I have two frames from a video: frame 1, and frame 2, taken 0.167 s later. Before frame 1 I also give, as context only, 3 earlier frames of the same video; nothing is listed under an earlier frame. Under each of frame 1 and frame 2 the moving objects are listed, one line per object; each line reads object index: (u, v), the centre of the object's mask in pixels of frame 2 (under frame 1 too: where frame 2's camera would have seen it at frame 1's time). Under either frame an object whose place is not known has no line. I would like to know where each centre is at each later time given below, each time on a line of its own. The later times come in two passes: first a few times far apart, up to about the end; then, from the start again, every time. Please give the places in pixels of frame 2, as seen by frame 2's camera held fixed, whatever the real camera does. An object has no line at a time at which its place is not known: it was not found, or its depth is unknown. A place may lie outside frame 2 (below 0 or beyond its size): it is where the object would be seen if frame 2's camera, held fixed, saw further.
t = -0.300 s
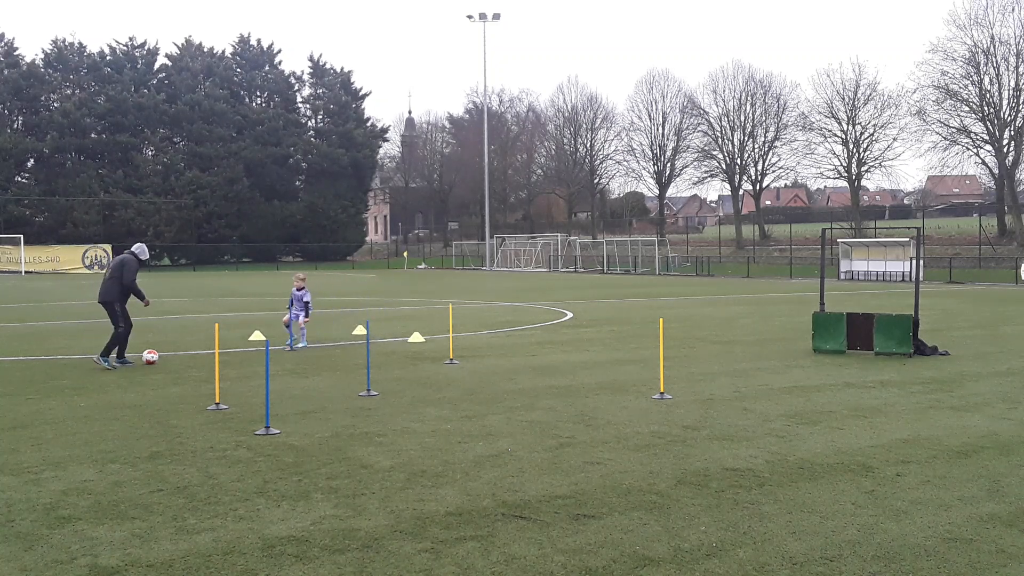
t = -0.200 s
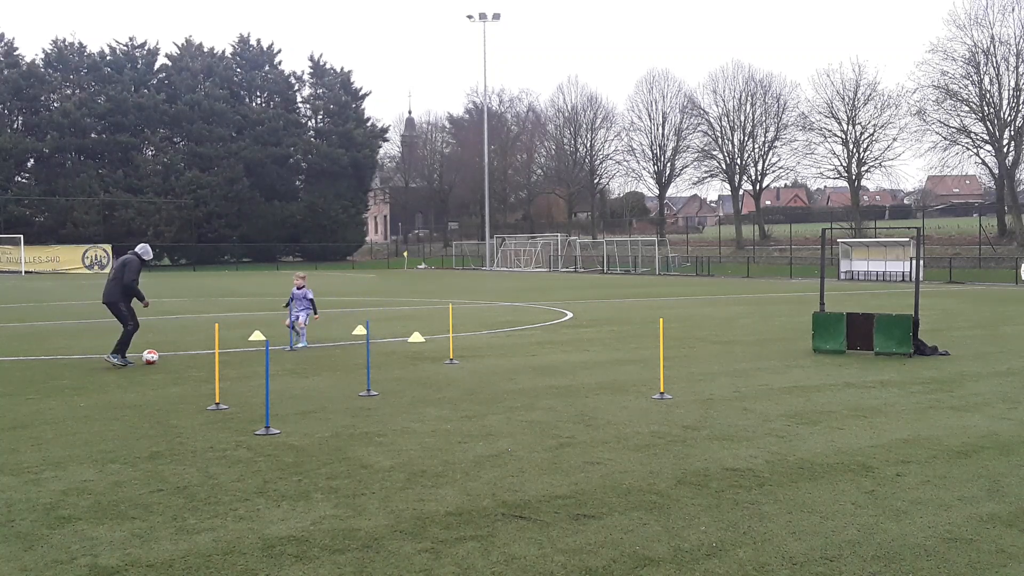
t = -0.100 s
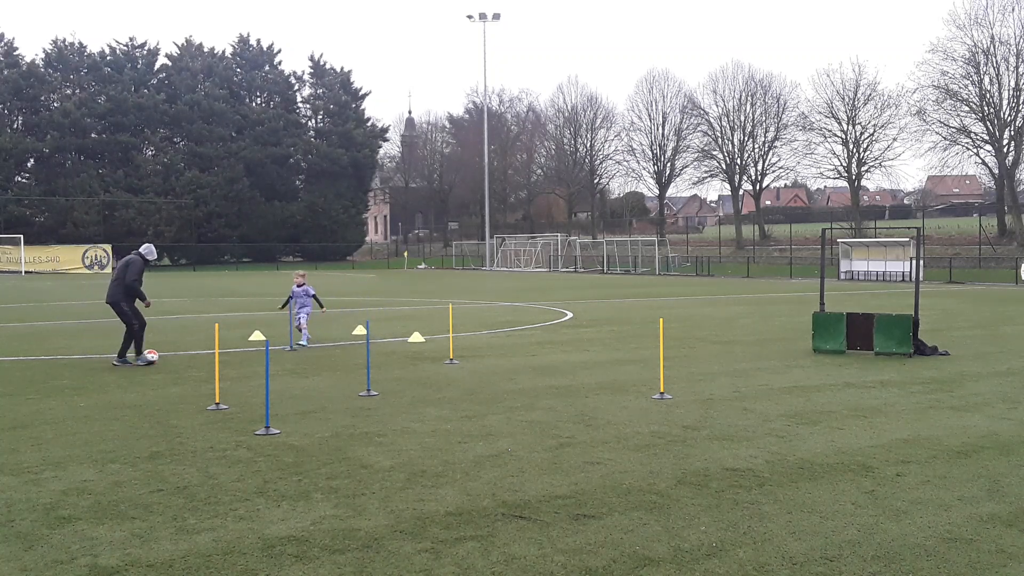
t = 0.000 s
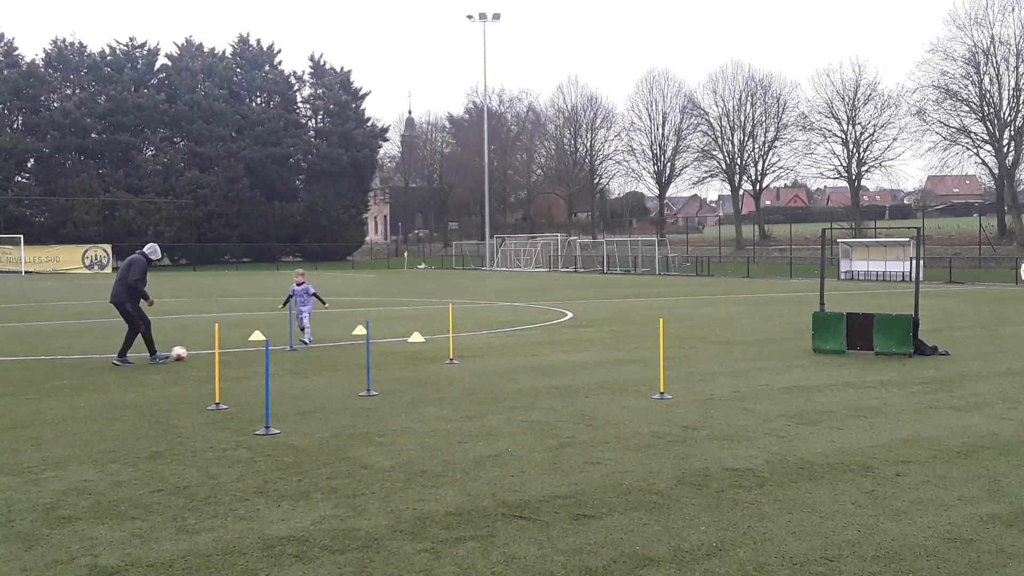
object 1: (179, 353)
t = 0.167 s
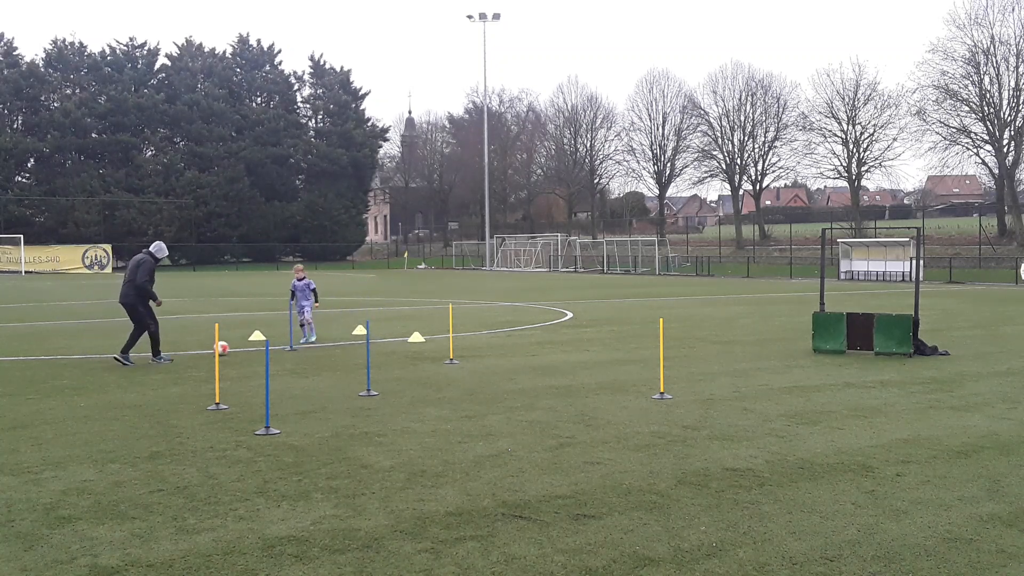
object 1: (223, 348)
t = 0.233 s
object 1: (236, 347)
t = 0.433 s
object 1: (270, 342)
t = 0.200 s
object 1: (229, 347)
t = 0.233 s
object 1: (236, 347)
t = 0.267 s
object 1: (242, 346)
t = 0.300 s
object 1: (248, 346)
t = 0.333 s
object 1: (254, 345)
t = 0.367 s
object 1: (259, 344)
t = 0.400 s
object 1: (264, 343)
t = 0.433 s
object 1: (270, 342)
